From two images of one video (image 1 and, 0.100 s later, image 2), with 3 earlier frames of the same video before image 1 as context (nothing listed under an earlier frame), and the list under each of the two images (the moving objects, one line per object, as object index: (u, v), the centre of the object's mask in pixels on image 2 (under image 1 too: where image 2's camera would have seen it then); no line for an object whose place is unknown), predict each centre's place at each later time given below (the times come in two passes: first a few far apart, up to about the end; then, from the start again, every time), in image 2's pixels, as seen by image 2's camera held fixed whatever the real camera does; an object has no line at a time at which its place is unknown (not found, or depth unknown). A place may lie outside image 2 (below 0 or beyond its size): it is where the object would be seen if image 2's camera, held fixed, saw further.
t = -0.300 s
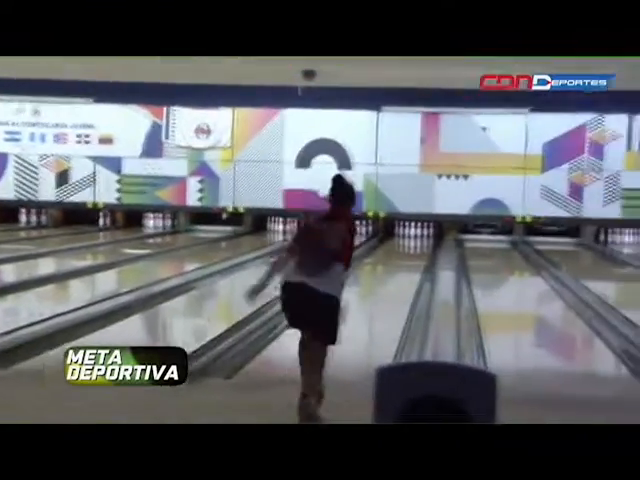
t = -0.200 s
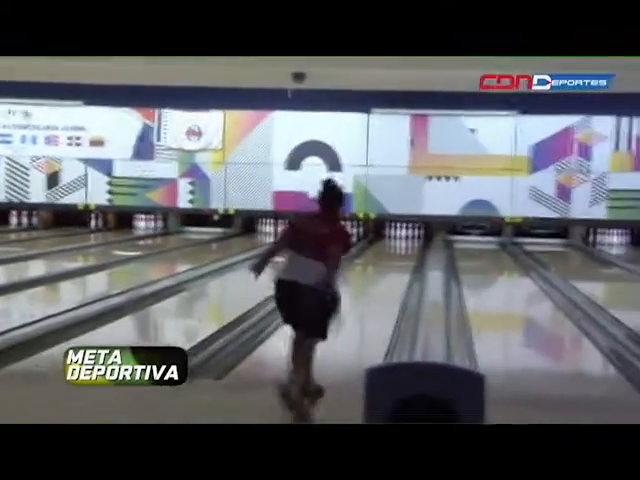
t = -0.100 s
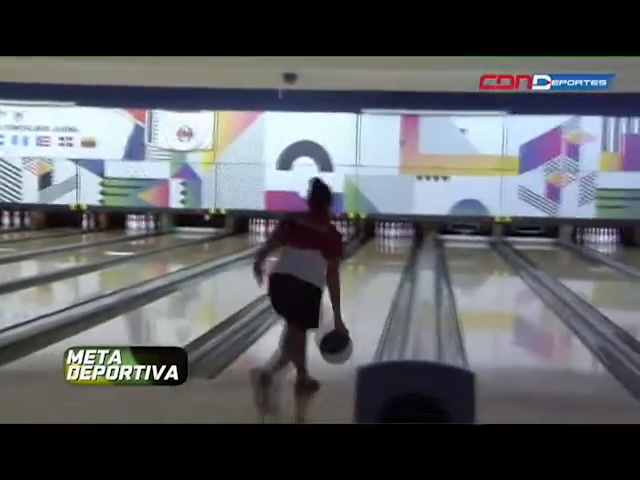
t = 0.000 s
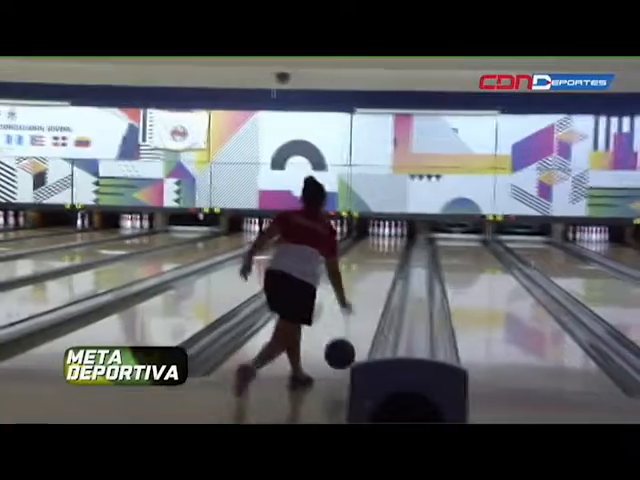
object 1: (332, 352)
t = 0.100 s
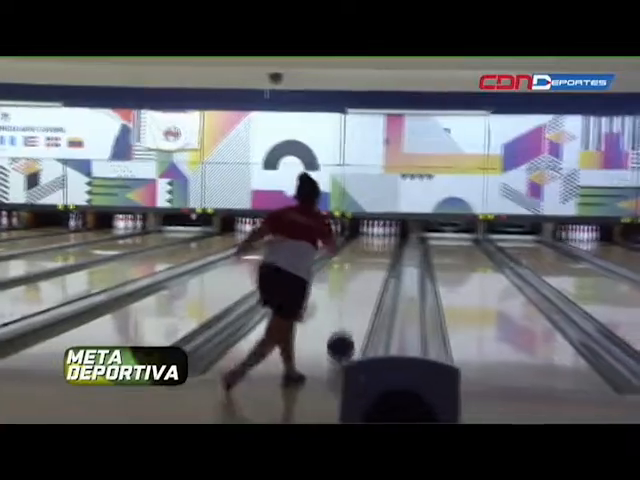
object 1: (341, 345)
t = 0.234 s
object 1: (349, 328)
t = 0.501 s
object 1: (359, 303)
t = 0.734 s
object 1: (367, 287)
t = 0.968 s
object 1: (372, 277)
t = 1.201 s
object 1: (377, 268)
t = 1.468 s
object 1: (379, 262)
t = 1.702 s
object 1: (382, 253)
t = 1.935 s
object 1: (384, 251)
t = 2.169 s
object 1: (383, 248)
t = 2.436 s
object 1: (383, 249)
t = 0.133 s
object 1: (343, 343)
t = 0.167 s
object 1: (345, 338)
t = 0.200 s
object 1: (347, 333)
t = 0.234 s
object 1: (349, 328)
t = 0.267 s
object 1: (351, 325)
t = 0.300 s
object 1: (352, 321)
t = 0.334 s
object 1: (353, 317)
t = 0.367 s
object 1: (355, 314)
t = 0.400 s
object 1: (356, 310)
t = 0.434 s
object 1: (357, 308)
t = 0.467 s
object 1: (358, 305)
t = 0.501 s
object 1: (359, 303)
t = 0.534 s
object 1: (361, 300)
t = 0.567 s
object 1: (362, 297)
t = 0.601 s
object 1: (363, 295)
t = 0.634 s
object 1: (364, 293)
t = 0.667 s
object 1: (365, 291)
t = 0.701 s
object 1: (366, 289)
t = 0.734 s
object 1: (367, 287)
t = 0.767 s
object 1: (367, 285)
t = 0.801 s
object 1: (368, 283)
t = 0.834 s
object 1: (369, 281)
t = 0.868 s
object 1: (370, 280)
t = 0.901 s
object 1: (370, 279)
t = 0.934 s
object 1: (371, 278)
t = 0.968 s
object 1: (372, 277)
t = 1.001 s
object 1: (373, 275)
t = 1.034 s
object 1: (373, 274)
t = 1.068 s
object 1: (374, 273)
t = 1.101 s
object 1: (375, 271)
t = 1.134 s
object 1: (376, 269)
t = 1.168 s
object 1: (376, 269)
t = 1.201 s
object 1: (377, 268)
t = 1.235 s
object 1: (377, 268)
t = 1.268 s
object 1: (377, 267)
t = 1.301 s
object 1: (377, 266)
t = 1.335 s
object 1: (377, 265)
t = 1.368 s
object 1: (378, 264)
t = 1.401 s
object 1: (378, 264)
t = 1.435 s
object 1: (379, 263)
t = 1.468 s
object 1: (379, 262)
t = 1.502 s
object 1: (379, 260)
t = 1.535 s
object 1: (380, 259)
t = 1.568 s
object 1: (380, 259)
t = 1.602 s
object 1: (381, 257)
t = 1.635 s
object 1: (382, 254)
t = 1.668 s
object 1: (382, 254)
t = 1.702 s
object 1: (382, 253)
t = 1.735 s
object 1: (382, 253)
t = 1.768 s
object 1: (382, 253)
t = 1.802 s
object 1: (382, 253)
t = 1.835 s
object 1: (382, 253)
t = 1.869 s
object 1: (382, 253)
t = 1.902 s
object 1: (383, 252)
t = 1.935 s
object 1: (384, 251)
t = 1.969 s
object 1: (384, 251)
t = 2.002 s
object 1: (383, 251)
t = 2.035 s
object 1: (383, 249)
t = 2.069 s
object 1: (383, 249)
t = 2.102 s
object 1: (383, 248)
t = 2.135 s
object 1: (383, 248)
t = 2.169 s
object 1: (383, 248)
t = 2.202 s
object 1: (383, 249)
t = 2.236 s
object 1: (383, 248)
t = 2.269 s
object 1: (383, 249)
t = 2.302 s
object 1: (384, 249)
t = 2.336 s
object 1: (384, 249)
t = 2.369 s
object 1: (384, 248)
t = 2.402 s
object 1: (383, 249)
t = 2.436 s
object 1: (383, 249)
